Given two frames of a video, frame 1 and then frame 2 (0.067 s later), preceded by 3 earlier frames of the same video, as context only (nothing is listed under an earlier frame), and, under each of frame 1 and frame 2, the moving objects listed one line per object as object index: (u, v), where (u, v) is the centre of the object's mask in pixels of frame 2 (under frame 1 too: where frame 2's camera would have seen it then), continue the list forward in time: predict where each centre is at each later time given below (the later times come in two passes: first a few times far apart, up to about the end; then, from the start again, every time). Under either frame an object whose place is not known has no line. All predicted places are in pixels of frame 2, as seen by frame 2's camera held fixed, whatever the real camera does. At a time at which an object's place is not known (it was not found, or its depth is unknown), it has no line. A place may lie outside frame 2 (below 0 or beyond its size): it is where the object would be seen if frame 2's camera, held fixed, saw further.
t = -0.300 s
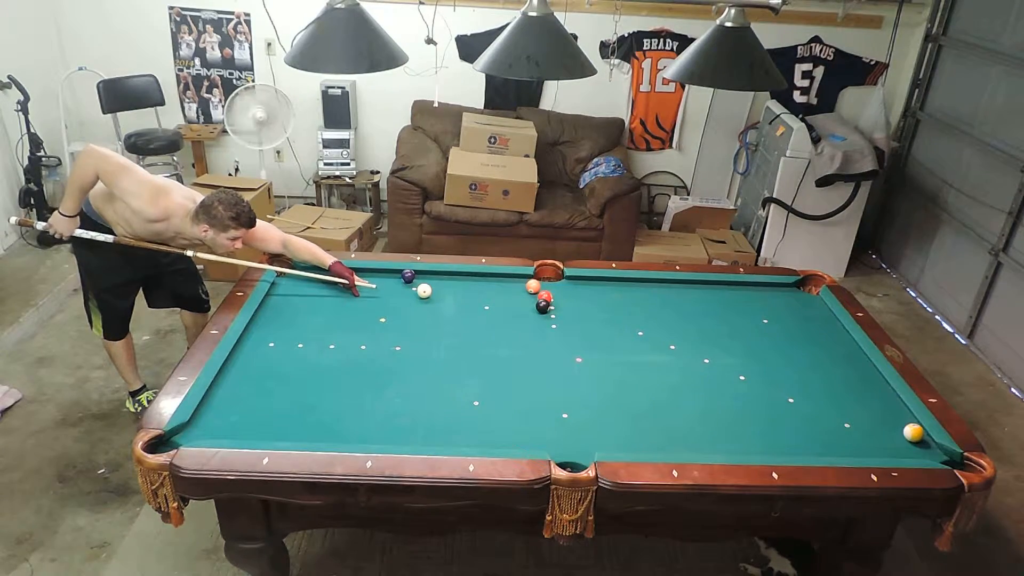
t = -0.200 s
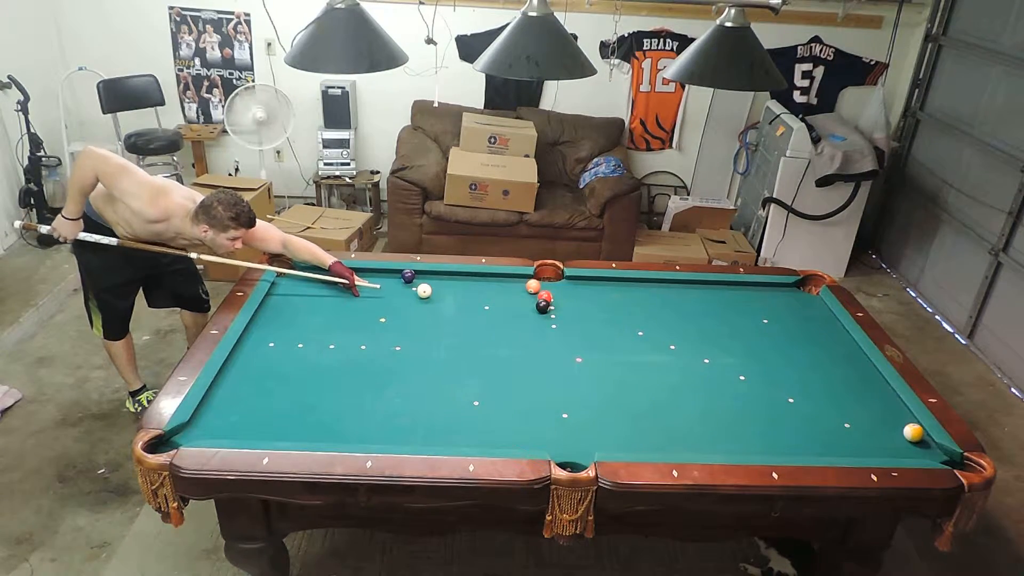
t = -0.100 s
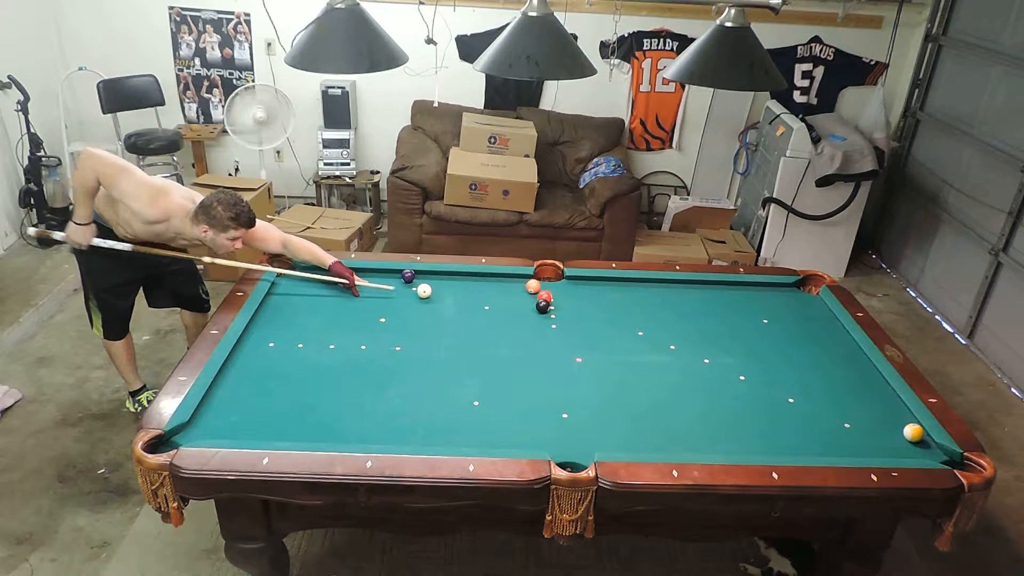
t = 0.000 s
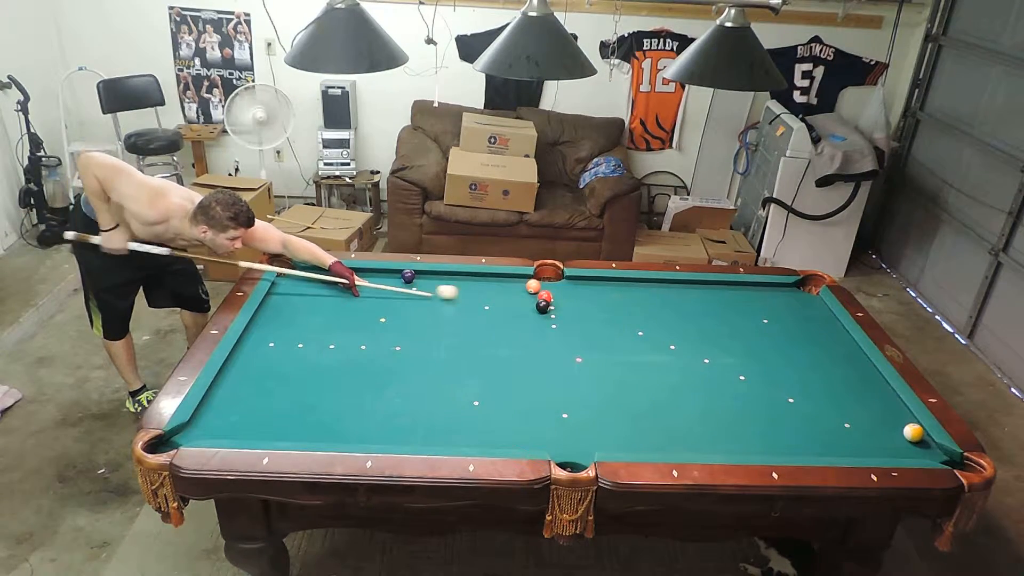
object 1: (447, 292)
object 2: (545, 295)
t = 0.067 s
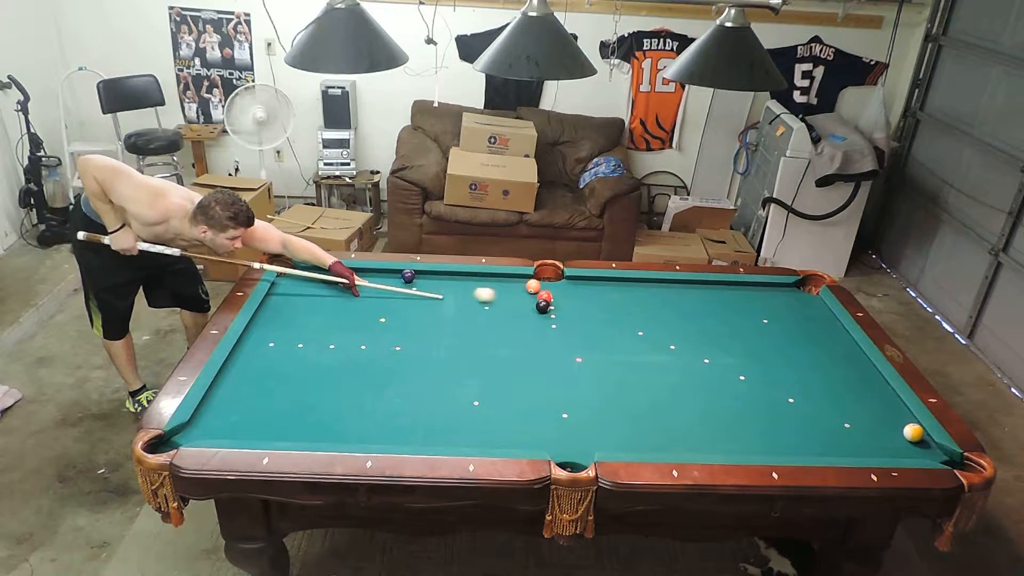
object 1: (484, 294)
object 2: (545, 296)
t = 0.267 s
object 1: (530, 301)
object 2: (587, 297)
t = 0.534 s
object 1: (524, 306)
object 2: (665, 295)
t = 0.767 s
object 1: (520, 309)
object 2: (728, 294)
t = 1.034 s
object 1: (515, 312)
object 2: (796, 293)
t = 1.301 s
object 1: (511, 315)
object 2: (802, 291)
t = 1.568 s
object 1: (509, 316)
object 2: (815, 302)
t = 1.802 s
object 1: (509, 317)
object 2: (825, 312)
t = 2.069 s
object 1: (509, 317)
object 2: (830, 321)
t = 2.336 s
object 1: (510, 317)
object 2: (834, 329)
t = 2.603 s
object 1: (510, 317)
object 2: (838, 337)
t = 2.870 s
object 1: (510, 317)
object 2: (841, 344)
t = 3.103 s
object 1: (510, 317)
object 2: (844, 350)
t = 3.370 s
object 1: (510, 317)
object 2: (845, 355)
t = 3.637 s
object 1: (510, 317)
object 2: (847, 360)
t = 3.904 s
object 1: (510, 317)
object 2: (849, 363)
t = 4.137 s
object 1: (510, 317)
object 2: (850, 365)
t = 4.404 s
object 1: (510, 317)
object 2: (852, 366)
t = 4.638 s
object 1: (510, 317)
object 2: (852, 366)
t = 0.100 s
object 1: (502, 295)
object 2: (545, 296)
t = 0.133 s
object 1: (519, 297)
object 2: (545, 295)
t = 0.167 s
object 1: (530, 298)
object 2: (550, 296)
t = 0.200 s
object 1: (530, 299)
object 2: (563, 297)
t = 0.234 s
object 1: (530, 300)
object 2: (575, 297)
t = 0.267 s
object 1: (530, 301)
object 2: (587, 297)
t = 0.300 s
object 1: (529, 302)
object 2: (598, 297)
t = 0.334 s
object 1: (529, 302)
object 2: (608, 297)
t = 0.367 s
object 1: (528, 303)
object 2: (618, 296)
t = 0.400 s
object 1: (527, 304)
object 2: (627, 296)
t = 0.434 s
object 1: (527, 304)
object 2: (637, 296)
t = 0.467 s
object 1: (526, 305)
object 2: (646, 296)
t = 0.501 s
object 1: (525, 305)
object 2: (655, 296)
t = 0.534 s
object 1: (524, 306)
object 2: (665, 295)
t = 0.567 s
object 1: (524, 306)
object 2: (674, 295)
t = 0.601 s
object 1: (523, 307)
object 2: (683, 295)
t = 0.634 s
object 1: (522, 307)
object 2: (692, 295)
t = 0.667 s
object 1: (522, 308)
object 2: (702, 295)
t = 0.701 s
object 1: (521, 308)
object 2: (710, 294)
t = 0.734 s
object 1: (521, 309)
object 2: (719, 294)
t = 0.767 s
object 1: (520, 309)
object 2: (728, 294)
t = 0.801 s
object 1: (519, 310)
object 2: (737, 294)
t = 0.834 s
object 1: (519, 310)
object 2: (746, 294)
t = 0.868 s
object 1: (518, 311)
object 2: (754, 293)
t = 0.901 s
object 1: (517, 311)
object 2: (763, 293)
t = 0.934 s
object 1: (517, 311)
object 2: (771, 293)
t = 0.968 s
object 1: (516, 312)
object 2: (780, 293)
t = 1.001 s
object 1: (516, 312)
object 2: (789, 293)
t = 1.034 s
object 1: (515, 312)
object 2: (796, 293)
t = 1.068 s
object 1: (514, 313)
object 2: (805, 292)
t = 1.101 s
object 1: (514, 313)
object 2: (811, 292)
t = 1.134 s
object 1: (513, 313)
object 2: (805, 289)
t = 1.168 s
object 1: (513, 313)
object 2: (801, 288)
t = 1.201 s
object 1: (512, 314)
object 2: (797, 286)
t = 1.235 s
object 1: (512, 314)
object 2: (800, 288)
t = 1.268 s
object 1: (511, 314)
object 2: (801, 289)
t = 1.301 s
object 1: (511, 315)
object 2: (802, 291)
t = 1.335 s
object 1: (511, 315)
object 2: (804, 292)
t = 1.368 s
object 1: (511, 315)
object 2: (806, 293)
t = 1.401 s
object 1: (510, 315)
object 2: (807, 294)
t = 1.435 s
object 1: (510, 315)
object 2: (809, 296)
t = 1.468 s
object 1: (510, 316)
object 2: (810, 297)
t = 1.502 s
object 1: (510, 316)
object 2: (812, 299)
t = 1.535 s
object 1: (509, 316)
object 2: (813, 301)
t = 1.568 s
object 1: (509, 316)
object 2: (815, 302)
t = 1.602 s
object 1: (509, 316)
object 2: (817, 303)
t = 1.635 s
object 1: (509, 316)
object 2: (818, 304)
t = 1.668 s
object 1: (509, 316)
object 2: (819, 306)
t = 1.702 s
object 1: (509, 316)
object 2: (821, 307)
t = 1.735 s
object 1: (509, 317)
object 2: (822, 308)
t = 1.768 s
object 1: (509, 317)
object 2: (824, 310)
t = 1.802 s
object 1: (509, 317)
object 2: (825, 312)
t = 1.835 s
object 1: (509, 317)
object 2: (826, 313)
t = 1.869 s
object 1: (509, 317)
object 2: (826, 314)
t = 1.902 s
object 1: (509, 317)
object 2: (827, 315)
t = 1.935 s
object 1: (509, 317)
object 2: (828, 316)
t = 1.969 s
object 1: (509, 317)
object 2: (829, 317)
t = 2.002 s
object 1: (510, 317)
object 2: (829, 318)
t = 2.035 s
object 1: (510, 317)
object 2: (829, 319)
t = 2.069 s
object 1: (509, 317)
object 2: (830, 321)
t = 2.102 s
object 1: (510, 317)
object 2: (831, 321)
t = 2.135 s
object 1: (510, 317)
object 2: (831, 323)
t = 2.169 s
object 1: (510, 317)
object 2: (832, 324)
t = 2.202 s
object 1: (510, 317)
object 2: (832, 325)
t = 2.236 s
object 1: (510, 317)
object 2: (833, 326)
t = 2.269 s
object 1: (510, 317)
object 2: (833, 327)
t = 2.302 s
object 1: (510, 317)
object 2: (834, 328)
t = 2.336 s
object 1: (510, 317)
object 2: (834, 329)
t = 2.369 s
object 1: (510, 317)
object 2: (834, 330)
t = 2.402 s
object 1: (510, 317)
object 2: (835, 331)
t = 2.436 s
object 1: (510, 317)
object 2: (836, 332)
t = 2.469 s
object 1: (510, 317)
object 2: (836, 333)
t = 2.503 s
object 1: (510, 317)
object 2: (836, 334)
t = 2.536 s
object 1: (510, 317)
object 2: (837, 335)
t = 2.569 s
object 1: (510, 317)
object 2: (837, 336)
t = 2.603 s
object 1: (510, 317)
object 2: (838, 337)
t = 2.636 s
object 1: (510, 317)
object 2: (838, 338)
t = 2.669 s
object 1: (510, 317)
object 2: (838, 339)
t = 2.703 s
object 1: (510, 317)
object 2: (839, 340)
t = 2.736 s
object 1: (510, 317)
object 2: (840, 341)
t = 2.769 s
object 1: (510, 317)
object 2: (840, 342)
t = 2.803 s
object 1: (510, 317)
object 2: (840, 342)
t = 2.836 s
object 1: (510, 317)
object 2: (841, 343)
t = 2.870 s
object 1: (510, 317)
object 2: (841, 344)
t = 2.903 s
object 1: (510, 317)
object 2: (842, 345)
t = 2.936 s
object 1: (510, 317)
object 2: (842, 346)
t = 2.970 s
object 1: (510, 317)
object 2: (842, 347)
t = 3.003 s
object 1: (510, 317)
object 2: (842, 348)
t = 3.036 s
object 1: (510, 317)
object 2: (843, 349)
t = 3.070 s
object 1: (510, 317)
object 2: (843, 350)
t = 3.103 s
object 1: (510, 317)
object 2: (844, 350)
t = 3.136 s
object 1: (510, 317)
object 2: (844, 351)
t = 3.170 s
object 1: (510, 317)
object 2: (844, 351)
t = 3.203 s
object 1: (510, 317)
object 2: (845, 352)
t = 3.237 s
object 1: (510, 317)
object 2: (845, 353)
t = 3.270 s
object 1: (510, 317)
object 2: (845, 353)
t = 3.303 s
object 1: (510, 317)
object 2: (845, 354)
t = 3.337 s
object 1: (510, 317)
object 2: (845, 354)
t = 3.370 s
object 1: (510, 317)
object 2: (845, 355)
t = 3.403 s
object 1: (510, 317)
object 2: (846, 356)
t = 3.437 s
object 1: (510, 317)
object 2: (846, 357)
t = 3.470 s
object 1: (510, 317)
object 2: (846, 357)
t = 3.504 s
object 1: (510, 317)
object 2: (846, 358)
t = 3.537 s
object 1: (510, 317)
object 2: (846, 358)
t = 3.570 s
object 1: (510, 317)
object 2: (847, 359)
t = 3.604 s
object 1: (510, 317)
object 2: (847, 359)
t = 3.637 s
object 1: (510, 317)
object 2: (847, 360)
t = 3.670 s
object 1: (510, 317)
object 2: (847, 360)
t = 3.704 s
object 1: (510, 317)
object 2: (847, 361)
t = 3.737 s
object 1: (510, 317)
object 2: (847, 361)
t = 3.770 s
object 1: (510, 317)
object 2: (848, 361)
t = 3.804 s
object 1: (510, 317)
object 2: (848, 362)
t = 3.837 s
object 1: (510, 317)
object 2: (848, 362)
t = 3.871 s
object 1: (510, 317)
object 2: (848, 363)
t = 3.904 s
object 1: (510, 317)
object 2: (849, 363)
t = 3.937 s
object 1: (510, 317)
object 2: (849, 363)
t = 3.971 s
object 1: (510, 317)
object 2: (849, 364)
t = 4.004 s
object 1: (510, 317)
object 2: (849, 364)
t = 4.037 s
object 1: (510, 317)
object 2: (849, 364)
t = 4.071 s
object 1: (510, 317)
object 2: (850, 365)
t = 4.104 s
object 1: (510, 317)
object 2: (850, 365)
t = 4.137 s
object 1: (510, 317)
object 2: (850, 365)
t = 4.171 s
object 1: (510, 317)
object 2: (851, 366)
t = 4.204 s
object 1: (510, 317)
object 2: (851, 366)
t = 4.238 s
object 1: (510, 317)
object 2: (851, 366)
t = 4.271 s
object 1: (510, 317)
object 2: (851, 366)
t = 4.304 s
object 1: (510, 317)
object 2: (852, 366)
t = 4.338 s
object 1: (510, 317)
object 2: (852, 366)
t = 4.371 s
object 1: (510, 317)
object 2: (852, 366)
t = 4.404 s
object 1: (510, 317)
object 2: (852, 366)
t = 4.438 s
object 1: (510, 317)
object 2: (852, 366)
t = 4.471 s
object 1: (510, 317)
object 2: (852, 366)
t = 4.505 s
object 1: (510, 317)
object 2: (852, 367)
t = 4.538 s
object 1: (510, 317)
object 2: (852, 367)
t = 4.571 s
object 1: (510, 317)
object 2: (852, 366)
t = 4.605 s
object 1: (510, 317)
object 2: (852, 366)
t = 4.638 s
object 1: (510, 317)
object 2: (852, 366)
